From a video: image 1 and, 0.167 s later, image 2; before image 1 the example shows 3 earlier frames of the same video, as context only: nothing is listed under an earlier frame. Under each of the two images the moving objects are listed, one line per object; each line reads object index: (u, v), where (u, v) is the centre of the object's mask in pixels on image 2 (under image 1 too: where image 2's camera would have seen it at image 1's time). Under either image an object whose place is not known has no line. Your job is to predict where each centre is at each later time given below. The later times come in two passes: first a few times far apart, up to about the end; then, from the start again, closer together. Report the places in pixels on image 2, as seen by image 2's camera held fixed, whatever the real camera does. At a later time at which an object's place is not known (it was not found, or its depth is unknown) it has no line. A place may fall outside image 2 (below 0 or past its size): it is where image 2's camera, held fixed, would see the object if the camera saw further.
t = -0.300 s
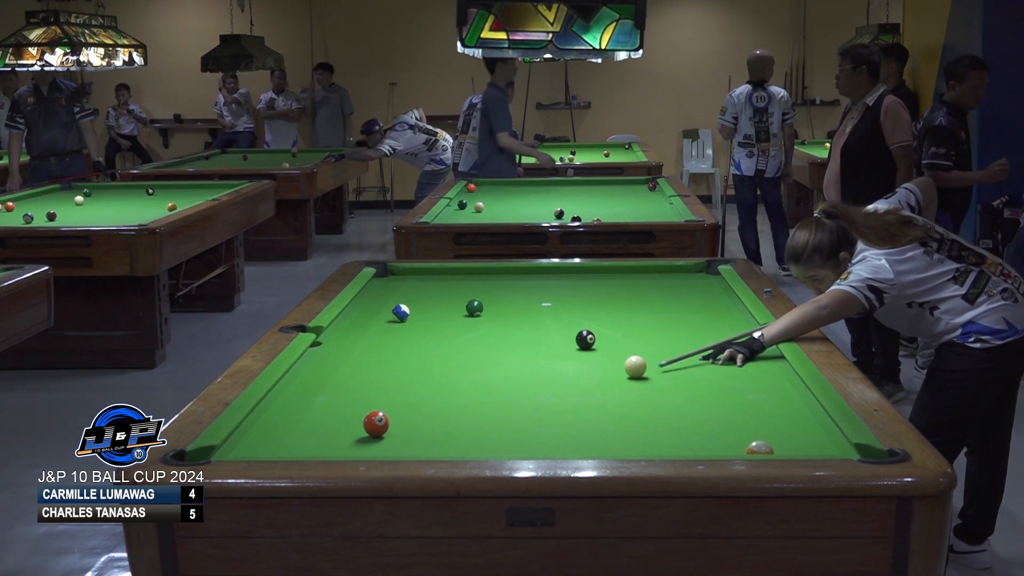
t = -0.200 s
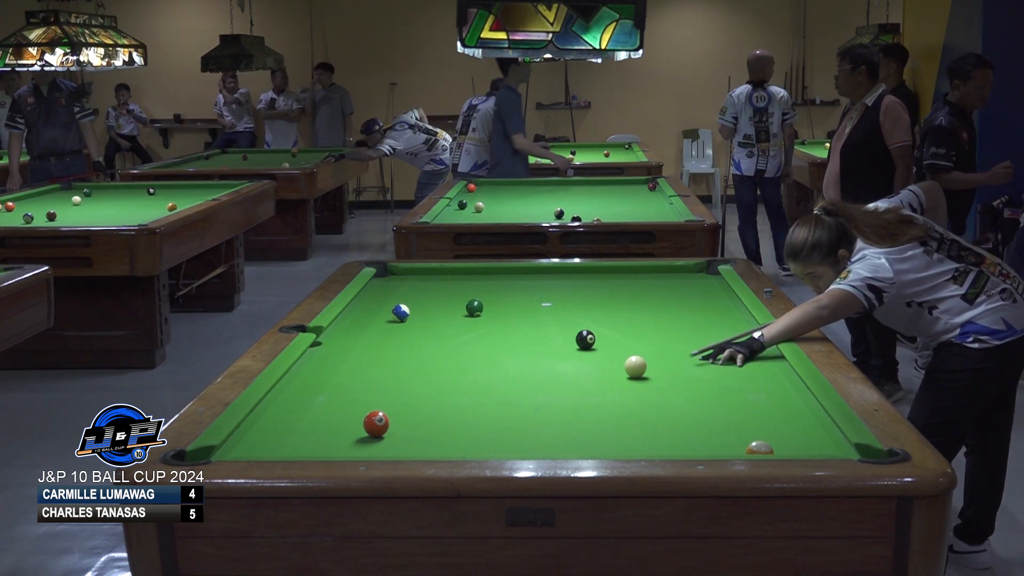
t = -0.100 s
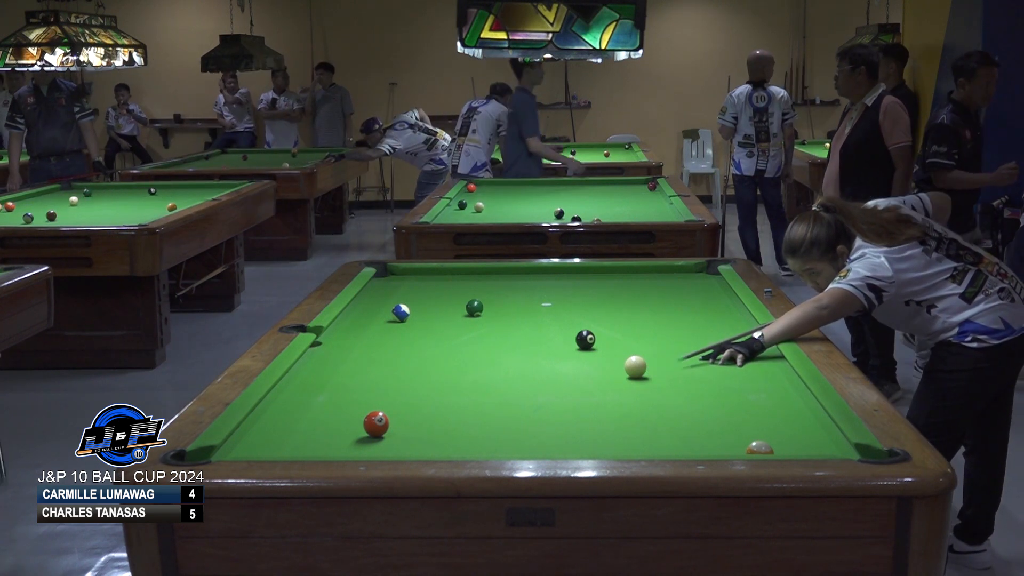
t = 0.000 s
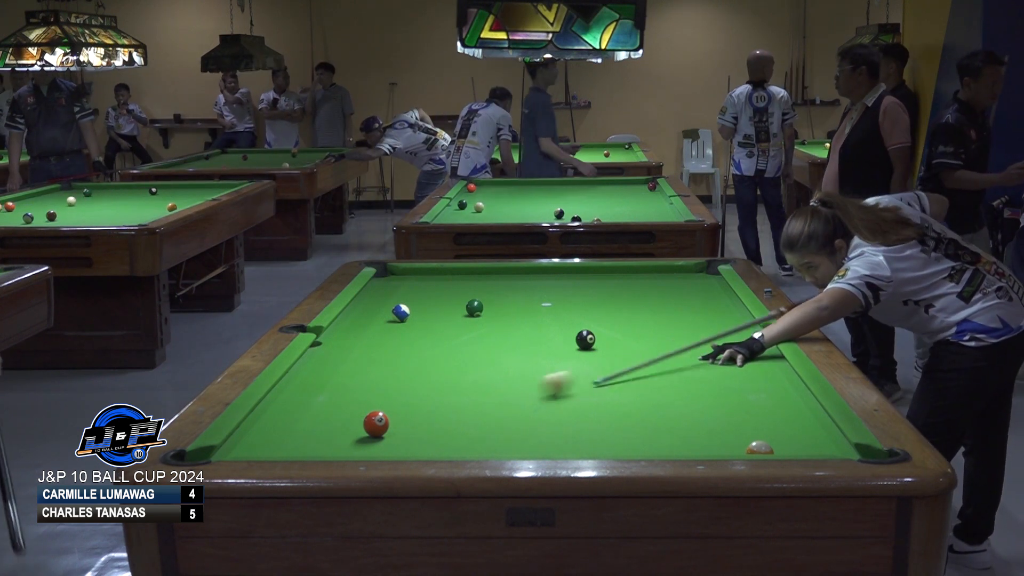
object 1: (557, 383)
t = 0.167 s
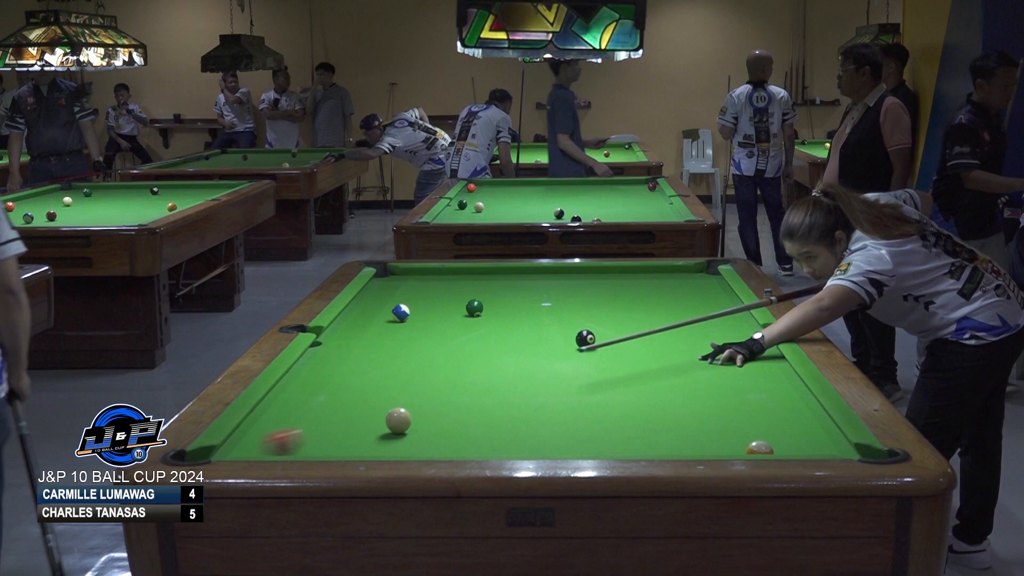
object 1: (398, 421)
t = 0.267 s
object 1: (407, 421)
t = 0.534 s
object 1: (468, 411)
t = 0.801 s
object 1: (535, 400)
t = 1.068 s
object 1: (596, 390)
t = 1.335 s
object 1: (652, 380)
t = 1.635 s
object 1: (709, 371)
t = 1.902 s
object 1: (756, 363)
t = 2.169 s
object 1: (760, 357)
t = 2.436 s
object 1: (734, 353)
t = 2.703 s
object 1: (711, 349)
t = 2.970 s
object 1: (690, 345)
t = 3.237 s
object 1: (672, 343)
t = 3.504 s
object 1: (656, 340)
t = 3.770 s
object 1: (642, 337)
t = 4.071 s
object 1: (628, 335)
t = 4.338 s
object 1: (618, 333)
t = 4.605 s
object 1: (610, 331)
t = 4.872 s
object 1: (603, 330)
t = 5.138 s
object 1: (599, 329)
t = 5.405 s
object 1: (595, 327)
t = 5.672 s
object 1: (593, 326)
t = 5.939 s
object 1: (591, 325)
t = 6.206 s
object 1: (591, 325)
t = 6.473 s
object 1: (591, 325)
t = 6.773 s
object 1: (591, 325)
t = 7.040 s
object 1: (591, 325)
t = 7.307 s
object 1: (591, 325)
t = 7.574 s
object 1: (591, 325)
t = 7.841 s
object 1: (591, 325)
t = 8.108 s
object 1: (591, 325)
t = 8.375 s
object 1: (591, 325)
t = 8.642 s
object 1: (591, 325)
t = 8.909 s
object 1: (591, 325)
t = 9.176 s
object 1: (591, 325)
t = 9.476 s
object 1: (586, 323)
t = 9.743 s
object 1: (593, 325)
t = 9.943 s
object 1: (591, 325)
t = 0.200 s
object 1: (400, 421)
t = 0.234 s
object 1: (403, 421)
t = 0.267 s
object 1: (407, 421)
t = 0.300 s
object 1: (412, 420)
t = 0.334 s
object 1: (418, 420)
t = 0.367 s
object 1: (424, 419)
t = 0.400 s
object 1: (432, 418)
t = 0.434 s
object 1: (441, 416)
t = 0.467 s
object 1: (449, 415)
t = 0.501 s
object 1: (459, 413)
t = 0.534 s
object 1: (468, 411)
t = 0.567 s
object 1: (476, 410)
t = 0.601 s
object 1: (485, 408)
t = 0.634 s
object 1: (493, 407)
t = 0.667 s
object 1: (502, 406)
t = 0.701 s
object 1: (510, 404)
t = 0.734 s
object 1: (518, 403)
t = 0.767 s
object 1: (526, 401)
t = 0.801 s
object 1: (535, 400)
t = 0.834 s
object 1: (543, 399)
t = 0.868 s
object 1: (551, 397)
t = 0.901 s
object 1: (558, 396)
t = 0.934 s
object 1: (566, 395)
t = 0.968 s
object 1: (574, 393)
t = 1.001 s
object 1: (581, 392)
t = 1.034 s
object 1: (589, 391)
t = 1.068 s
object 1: (596, 390)
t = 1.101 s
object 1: (603, 388)
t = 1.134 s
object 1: (611, 387)
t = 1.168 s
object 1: (617, 386)
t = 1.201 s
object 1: (625, 385)
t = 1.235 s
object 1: (631, 384)
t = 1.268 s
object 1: (638, 382)
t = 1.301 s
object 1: (645, 381)
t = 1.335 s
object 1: (652, 380)
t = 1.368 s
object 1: (659, 379)
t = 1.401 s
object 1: (665, 378)
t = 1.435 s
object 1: (672, 377)
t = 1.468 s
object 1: (678, 376)
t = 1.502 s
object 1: (685, 375)
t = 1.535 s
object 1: (691, 374)
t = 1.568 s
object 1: (697, 373)
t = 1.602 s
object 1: (703, 372)
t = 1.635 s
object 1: (709, 371)
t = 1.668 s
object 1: (715, 370)
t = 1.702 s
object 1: (721, 369)
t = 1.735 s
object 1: (727, 368)
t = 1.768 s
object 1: (733, 367)
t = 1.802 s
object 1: (739, 366)
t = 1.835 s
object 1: (745, 365)
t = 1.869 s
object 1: (750, 364)
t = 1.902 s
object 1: (756, 363)
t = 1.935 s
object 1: (761, 362)
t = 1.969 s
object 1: (767, 361)
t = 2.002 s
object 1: (772, 361)
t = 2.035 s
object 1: (774, 360)
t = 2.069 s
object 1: (770, 359)
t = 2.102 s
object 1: (766, 359)
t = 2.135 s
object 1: (763, 358)
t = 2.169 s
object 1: (760, 357)
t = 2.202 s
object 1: (756, 357)
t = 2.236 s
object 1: (753, 356)
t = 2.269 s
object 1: (750, 356)
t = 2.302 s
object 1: (746, 355)
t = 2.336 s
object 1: (744, 354)
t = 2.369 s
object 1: (740, 354)
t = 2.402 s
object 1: (737, 354)
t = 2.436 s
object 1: (734, 353)
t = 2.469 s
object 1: (731, 352)
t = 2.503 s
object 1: (728, 352)
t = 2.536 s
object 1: (725, 351)
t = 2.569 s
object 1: (722, 351)
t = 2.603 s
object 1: (719, 350)
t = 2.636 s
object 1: (717, 350)
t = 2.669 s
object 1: (714, 350)
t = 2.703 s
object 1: (711, 349)
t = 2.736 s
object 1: (708, 349)
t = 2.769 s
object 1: (706, 348)
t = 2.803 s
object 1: (703, 348)
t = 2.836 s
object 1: (700, 347)
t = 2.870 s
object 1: (698, 347)
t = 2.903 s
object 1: (695, 346)
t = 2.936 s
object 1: (693, 346)
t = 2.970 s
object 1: (690, 345)
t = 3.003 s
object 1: (688, 345)
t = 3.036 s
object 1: (686, 345)
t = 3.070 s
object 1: (683, 344)
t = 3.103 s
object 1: (681, 344)
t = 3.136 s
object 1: (678, 344)
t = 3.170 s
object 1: (676, 343)
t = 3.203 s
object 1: (674, 343)
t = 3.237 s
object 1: (672, 343)
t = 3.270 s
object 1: (670, 342)
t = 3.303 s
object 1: (668, 342)
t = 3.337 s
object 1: (666, 341)
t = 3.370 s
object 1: (664, 341)
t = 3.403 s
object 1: (661, 341)
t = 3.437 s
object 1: (660, 340)
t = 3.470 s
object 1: (658, 340)
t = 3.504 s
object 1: (656, 340)
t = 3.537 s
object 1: (654, 339)
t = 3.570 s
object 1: (652, 339)
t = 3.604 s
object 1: (650, 339)
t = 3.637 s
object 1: (648, 339)
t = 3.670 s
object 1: (647, 338)
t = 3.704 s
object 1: (645, 338)
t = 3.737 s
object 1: (643, 338)
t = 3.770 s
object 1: (642, 337)
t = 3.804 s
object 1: (640, 337)
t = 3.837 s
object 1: (638, 337)
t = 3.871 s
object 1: (637, 337)
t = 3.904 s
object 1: (635, 336)
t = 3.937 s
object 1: (634, 336)
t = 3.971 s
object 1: (632, 336)
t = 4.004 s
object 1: (631, 336)
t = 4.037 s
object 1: (629, 335)
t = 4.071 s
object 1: (628, 335)
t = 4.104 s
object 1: (627, 335)
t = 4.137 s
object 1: (625, 335)
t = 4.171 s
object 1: (624, 334)
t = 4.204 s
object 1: (623, 334)
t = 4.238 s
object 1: (621, 334)
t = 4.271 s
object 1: (620, 334)
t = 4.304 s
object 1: (619, 333)
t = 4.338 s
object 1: (618, 333)
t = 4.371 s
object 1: (617, 333)
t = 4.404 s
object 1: (616, 333)
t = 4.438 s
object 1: (615, 333)
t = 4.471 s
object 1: (614, 332)
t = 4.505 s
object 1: (613, 332)
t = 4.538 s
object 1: (612, 332)
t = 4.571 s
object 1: (611, 332)
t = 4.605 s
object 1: (610, 331)
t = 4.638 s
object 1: (609, 331)
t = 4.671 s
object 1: (608, 331)
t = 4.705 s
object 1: (607, 331)
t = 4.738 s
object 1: (606, 331)
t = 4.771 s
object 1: (606, 331)
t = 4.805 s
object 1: (605, 330)
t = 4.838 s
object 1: (604, 330)
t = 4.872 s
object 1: (603, 330)
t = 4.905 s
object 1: (603, 330)
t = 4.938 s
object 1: (602, 330)
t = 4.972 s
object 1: (602, 330)
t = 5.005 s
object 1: (601, 329)
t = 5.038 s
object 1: (600, 329)
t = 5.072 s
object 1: (600, 329)
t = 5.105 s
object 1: (599, 329)
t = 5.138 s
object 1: (599, 329)
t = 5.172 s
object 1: (598, 328)
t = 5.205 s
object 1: (598, 328)
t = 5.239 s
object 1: (598, 328)
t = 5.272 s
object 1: (597, 328)
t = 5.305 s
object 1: (597, 328)
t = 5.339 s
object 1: (596, 328)
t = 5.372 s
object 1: (596, 327)
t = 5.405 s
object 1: (595, 327)
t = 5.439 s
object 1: (595, 327)
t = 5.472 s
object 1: (595, 327)
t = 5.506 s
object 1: (594, 327)
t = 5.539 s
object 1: (594, 326)
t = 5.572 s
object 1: (593, 326)
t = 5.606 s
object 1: (593, 326)
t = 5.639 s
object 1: (593, 326)
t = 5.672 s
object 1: (593, 326)
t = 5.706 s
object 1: (592, 326)
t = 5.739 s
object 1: (592, 325)
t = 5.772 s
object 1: (592, 325)
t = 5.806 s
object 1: (591, 325)
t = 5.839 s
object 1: (591, 325)
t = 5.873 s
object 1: (591, 325)
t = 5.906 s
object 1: (591, 325)
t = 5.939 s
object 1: (591, 325)
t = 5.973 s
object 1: (591, 325)
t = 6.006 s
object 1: (591, 325)
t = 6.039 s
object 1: (590, 325)
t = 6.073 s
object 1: (591, 325)
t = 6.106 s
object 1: (590, 325)
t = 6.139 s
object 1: (591, 325)
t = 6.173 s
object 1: (591, 325)
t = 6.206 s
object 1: (591, 325)
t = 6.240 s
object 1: (591, 325)
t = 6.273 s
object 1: (591, 325)
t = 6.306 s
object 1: (590, 325)
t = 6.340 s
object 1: (591, 325)
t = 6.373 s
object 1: (591, 325)
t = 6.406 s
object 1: (591, 325)
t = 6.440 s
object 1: (591, 325)
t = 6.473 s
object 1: (591, 325)
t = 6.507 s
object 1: (591, 325)
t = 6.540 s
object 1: (591, 325)
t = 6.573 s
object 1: (591, 325)
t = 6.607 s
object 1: (591, 325)
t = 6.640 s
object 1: (591, 325)
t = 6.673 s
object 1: (591, 325)
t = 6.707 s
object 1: (591, 325)
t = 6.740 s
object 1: (591, 325)
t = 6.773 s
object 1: (591, 325)
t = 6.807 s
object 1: (591, 325)
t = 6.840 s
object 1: (591, 325)
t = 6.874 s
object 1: (591, 325)
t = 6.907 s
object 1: (591, 325)
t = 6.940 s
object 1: (591, 325)
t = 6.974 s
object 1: (591, 325)
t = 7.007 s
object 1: (591, 325)
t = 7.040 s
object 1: (591, 325)
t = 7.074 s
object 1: (591, 325)
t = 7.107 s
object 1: (591, 325)
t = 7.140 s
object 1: (591, 325)
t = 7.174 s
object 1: (591, 325)
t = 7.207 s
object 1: (591, 325)
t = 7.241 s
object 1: (591, 325)
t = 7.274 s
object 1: (591, 325)
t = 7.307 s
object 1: (591, 325)
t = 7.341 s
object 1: (591, 325)
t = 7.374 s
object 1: (591, 325)
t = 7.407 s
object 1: (591, 325)
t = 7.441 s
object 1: (591, 325)
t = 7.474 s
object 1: (591, 325)
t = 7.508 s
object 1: (591, 325)
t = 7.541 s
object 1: (591, 325)
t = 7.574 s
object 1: (591, 325)
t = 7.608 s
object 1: (591, 325)
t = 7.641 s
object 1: (591, 325)
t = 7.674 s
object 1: (591, 325)
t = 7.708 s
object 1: (591, 325)
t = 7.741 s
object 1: (591, 325)
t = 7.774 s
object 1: (591, 325)
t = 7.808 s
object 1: (591, 325)
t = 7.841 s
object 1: (591, 325)
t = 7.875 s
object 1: (591, 325)
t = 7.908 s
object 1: (591, 325)
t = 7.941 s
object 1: (591, 325)
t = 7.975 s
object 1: (591, 325)
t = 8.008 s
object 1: (591, 325)
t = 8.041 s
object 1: (591, 325)
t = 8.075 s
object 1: (591, 325)
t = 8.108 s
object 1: (591, 325)
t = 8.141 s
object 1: (591, 325)
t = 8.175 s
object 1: (591, 325)
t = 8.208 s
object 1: (591, 325)
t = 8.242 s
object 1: (591, 325)
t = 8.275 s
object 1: (591, 325)
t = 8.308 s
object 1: (591, 325)
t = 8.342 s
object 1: (591, 325)
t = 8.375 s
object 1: (591, 325)
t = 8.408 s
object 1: (591, 325)
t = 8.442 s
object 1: (591, 325)
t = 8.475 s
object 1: (591, 325)
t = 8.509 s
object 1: (591, 325)
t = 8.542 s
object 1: (591, 325)
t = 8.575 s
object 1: (591, 325)
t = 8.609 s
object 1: (591, 325)
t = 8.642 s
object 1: (591, 325)
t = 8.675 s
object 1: (591, 325)
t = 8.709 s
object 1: (591, 325)
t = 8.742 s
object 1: (591, 325)
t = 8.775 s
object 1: (591, 325)
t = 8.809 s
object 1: (591, 325)
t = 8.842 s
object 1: (591, 325)
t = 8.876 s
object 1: (591, 325)
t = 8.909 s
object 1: (591, 325)
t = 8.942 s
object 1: (591, 325)
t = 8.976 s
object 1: (591, 325)
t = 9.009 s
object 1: (591, 325)
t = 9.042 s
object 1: (591, 325)
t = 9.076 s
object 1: (591, 325)
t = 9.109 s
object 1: (591, 325)
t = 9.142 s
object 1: (591, 325)
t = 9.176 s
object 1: (591, 325)
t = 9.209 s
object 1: (591, 325)
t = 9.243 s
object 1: (591, 325)
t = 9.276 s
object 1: (591, 325)
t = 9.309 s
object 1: (591, 325)
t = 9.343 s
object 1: (591, 325)
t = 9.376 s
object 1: (591, 325)
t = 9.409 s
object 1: (591, 325)
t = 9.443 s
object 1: (591, 325)
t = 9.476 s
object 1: (586, 323)
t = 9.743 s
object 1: (593, 325)
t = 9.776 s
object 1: (591, 325)
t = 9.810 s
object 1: (591, 326)
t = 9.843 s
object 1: (591, 326)
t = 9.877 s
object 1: (591, 325)
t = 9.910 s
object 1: (591, 326)
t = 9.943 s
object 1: (591, 325)
